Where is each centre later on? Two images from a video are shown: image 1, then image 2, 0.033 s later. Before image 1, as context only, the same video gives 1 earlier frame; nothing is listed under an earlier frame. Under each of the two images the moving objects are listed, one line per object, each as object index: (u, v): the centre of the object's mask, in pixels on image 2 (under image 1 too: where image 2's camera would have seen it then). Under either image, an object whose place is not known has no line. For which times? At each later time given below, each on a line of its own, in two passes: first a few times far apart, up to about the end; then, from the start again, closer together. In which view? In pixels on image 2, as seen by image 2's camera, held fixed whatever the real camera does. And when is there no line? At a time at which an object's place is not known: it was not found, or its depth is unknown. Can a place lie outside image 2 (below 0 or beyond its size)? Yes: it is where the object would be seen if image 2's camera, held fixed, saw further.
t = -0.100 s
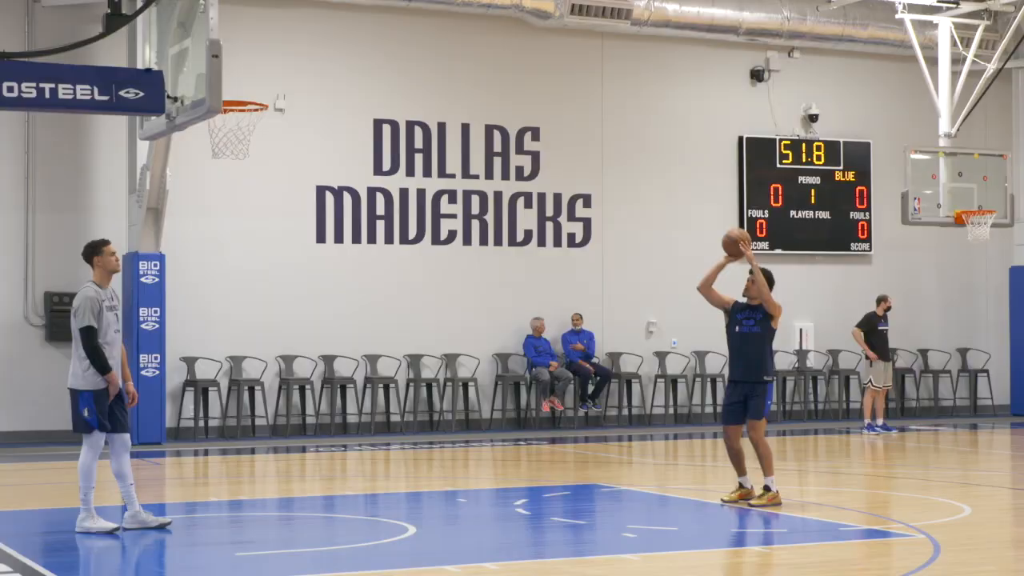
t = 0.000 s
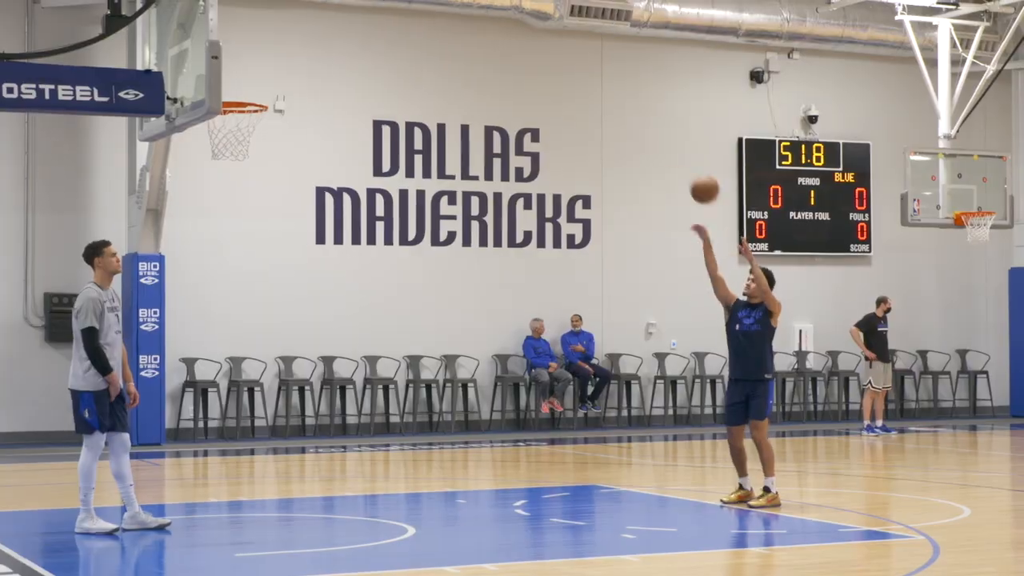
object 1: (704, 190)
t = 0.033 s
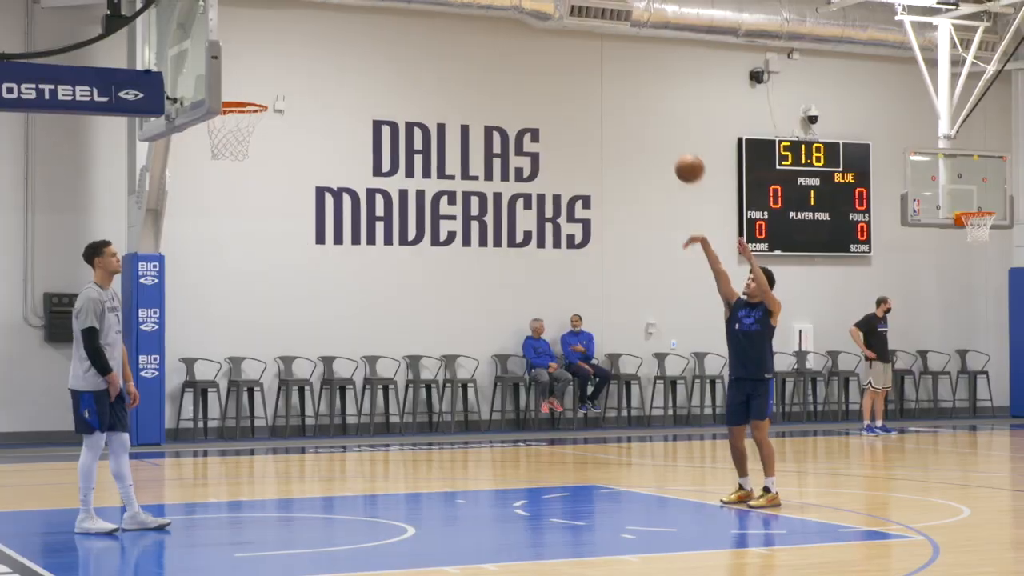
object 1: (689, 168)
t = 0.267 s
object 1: (583, 57)
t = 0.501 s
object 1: (473, 15)
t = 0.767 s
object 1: (343, 32)
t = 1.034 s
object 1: (232, 90)
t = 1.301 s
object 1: (262, 81)
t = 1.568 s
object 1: (317, 149)
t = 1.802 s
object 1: (362, 284)
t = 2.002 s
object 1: (400, 450)
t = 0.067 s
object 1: (674, 149)
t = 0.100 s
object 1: (659, 131)
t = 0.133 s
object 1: (645, 114)
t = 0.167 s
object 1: (629, 98)
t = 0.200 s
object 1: (614, 83)
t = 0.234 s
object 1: (598, 69)
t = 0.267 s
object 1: (583, 57)
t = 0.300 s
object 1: (568, 46)
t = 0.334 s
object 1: (553, 36)
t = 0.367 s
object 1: (536, 28)
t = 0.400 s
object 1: (521, 21)
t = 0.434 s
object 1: (505, 19)
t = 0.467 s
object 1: (488, 17)
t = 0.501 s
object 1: (473, 15)
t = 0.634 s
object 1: (407, 17)
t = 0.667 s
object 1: (392, 19)
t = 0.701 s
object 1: (376, 22)
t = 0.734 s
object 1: (359, 25)
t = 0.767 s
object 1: (343, 32)
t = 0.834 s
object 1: (308, 54)
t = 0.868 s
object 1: (291, 67)
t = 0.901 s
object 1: (274, 81)
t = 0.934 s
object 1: (259, 91)
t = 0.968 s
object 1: (248, 90)
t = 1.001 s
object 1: (238, 90)
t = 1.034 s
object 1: (232, 90)
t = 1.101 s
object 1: (229, 89)
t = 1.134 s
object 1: (232, 86)
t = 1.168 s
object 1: (236, 82)
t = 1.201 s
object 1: (242, 80)
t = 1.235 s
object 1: (249, 79)
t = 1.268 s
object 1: (255, 79)
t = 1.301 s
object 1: (262, 81)
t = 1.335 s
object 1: (269, 85)
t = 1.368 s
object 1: (276, 89)
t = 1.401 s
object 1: (283, 96)
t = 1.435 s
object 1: (290, 103)
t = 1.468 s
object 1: (297, 113)
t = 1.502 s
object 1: (304, 123)
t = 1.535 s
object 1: (310, 135)
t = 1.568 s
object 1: (317, 149)
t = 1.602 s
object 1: (323, 164)
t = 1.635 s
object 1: (330, 180)
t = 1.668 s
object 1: (336, 199)
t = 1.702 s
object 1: (343, 218)
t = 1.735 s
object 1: (350, 238)
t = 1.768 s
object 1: (356, 260)
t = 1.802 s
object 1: (362, 284)
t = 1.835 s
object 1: (369, 308)
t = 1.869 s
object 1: (375, 333)
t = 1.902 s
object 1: (382, 360)
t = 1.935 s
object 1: (388, 389)
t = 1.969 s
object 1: (395, 420)
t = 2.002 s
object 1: (400, 450)
